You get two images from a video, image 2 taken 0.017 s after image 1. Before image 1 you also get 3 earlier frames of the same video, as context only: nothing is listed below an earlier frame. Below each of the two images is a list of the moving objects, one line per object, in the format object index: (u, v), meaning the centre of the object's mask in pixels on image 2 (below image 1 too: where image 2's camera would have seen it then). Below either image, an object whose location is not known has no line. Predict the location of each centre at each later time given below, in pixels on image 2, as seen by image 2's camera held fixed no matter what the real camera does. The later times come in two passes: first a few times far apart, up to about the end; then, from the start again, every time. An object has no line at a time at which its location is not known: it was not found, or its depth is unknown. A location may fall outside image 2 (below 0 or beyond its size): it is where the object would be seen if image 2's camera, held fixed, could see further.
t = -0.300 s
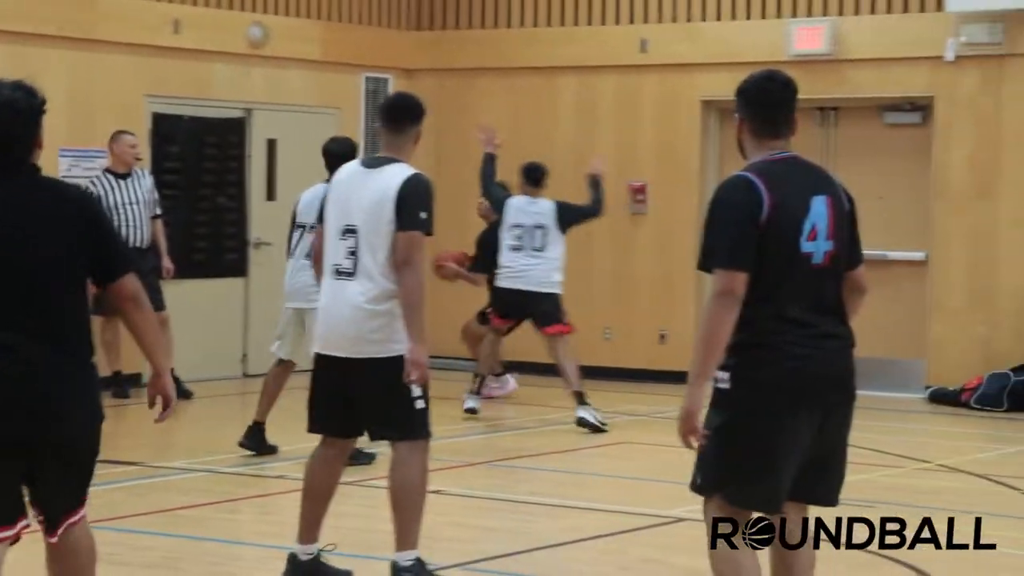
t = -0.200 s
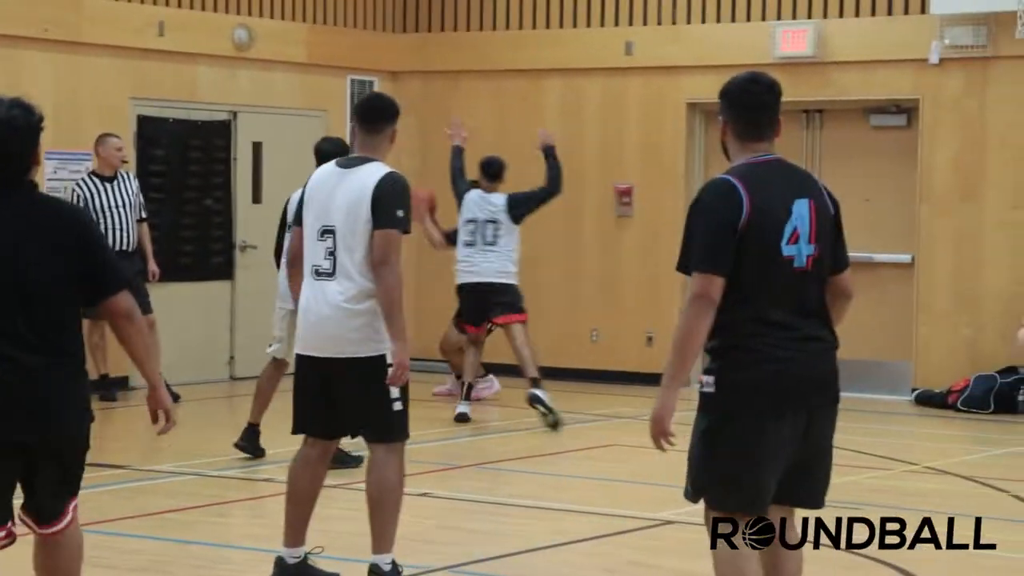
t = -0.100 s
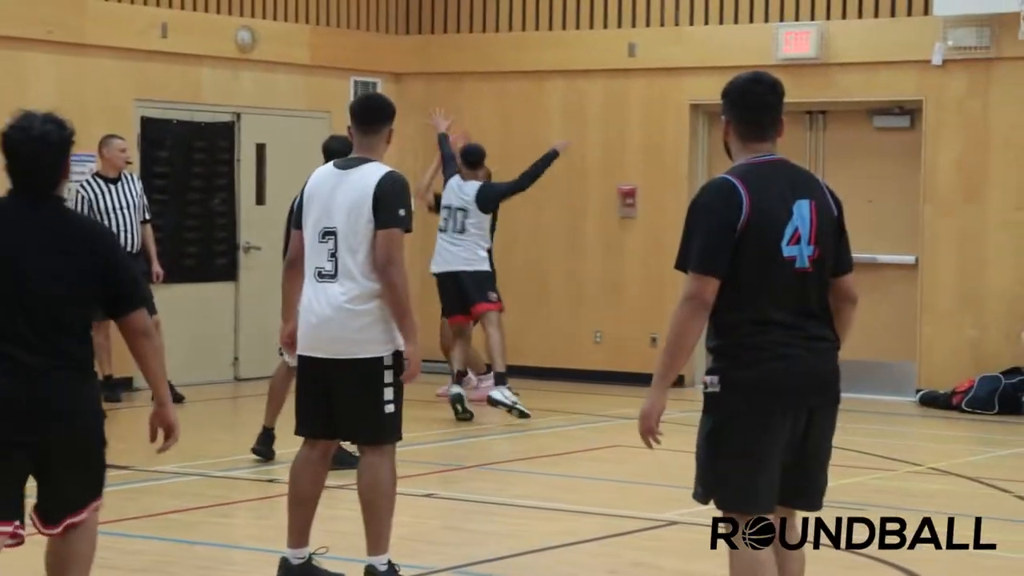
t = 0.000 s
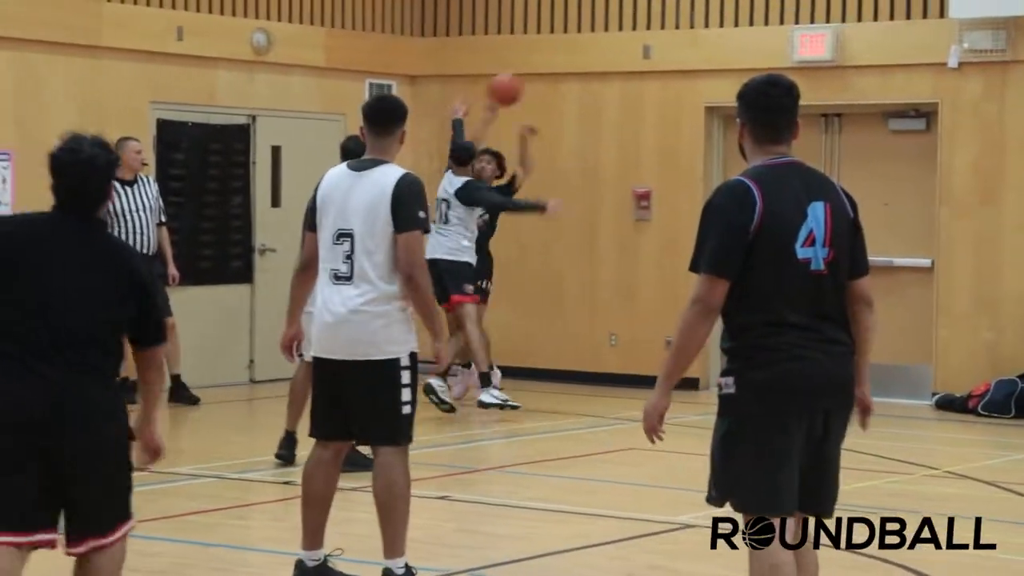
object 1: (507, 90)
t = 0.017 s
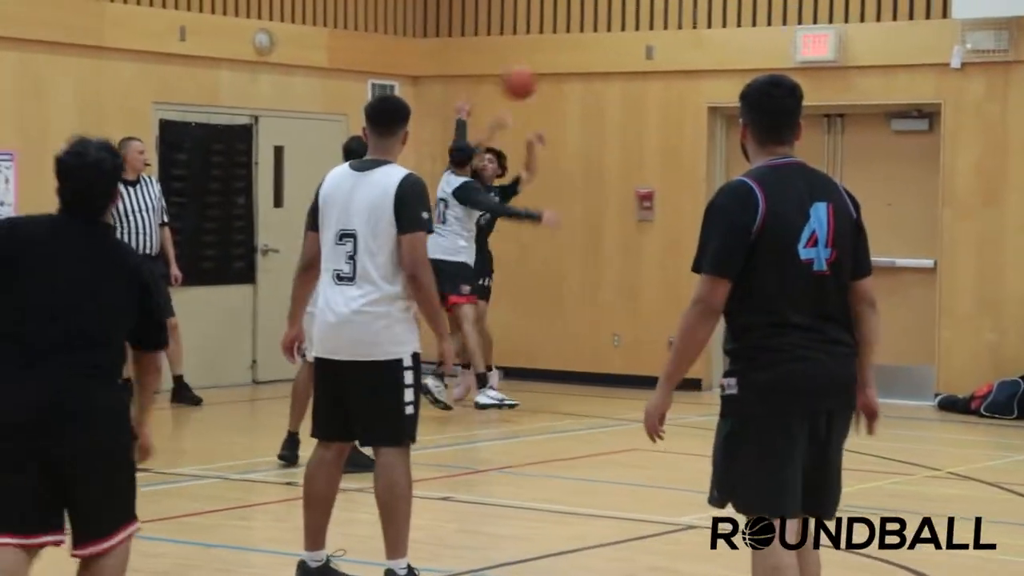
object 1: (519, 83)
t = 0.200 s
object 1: (660, 18)
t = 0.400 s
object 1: (841, 1)
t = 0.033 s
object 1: (530, 75)
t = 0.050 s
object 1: (543, 68)
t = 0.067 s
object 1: (554, 62)
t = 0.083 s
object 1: (568, 54)
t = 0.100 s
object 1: (580, 48)
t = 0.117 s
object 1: (593, 42)
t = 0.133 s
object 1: (606, 37)
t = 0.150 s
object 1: (619, 32)
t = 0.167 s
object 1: (632, 27)
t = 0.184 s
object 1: (646, 22)
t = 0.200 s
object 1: (660, 18)
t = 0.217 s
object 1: (674, 14)
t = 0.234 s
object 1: (687, 11)
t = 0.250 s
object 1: (701, 9)
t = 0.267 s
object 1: (716, 6)
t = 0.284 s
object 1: (731, 4)
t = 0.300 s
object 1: (746, 2)
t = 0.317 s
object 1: (761, 1)
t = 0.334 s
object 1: (776, 0)
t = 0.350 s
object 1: (791, 0)
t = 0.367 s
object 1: (807, -1)
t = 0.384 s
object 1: (824, -1)
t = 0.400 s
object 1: (841, 1)
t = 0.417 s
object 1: (858, 2)
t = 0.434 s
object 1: (875, 3)
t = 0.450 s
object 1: (893, 5)
